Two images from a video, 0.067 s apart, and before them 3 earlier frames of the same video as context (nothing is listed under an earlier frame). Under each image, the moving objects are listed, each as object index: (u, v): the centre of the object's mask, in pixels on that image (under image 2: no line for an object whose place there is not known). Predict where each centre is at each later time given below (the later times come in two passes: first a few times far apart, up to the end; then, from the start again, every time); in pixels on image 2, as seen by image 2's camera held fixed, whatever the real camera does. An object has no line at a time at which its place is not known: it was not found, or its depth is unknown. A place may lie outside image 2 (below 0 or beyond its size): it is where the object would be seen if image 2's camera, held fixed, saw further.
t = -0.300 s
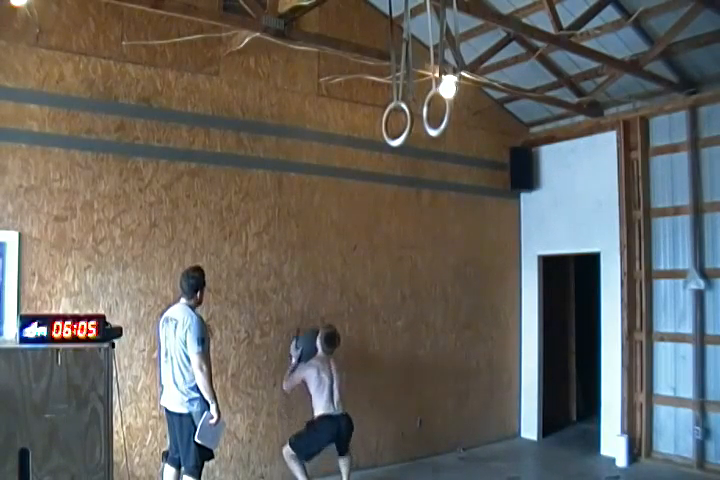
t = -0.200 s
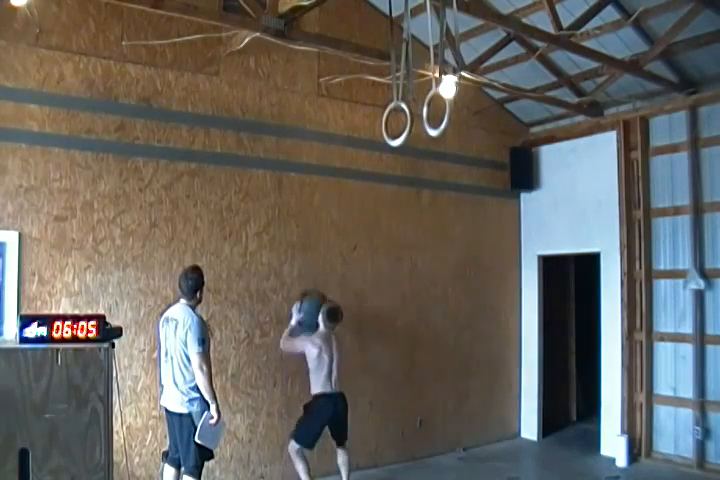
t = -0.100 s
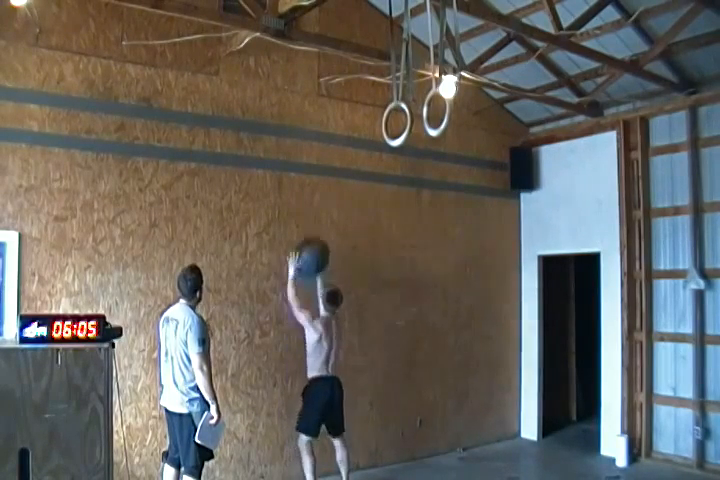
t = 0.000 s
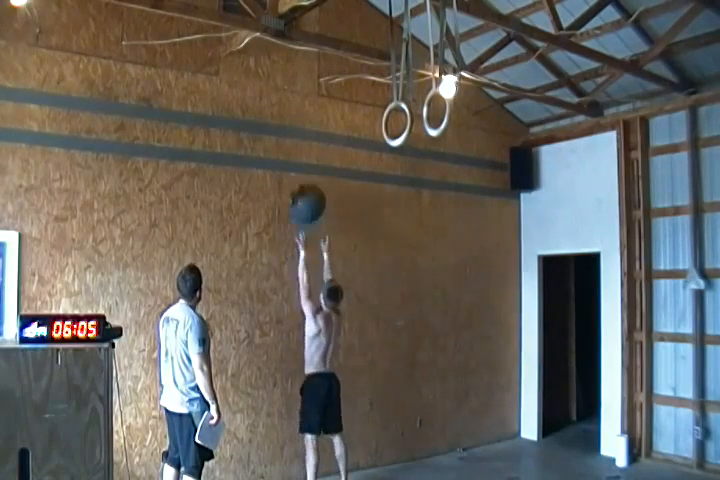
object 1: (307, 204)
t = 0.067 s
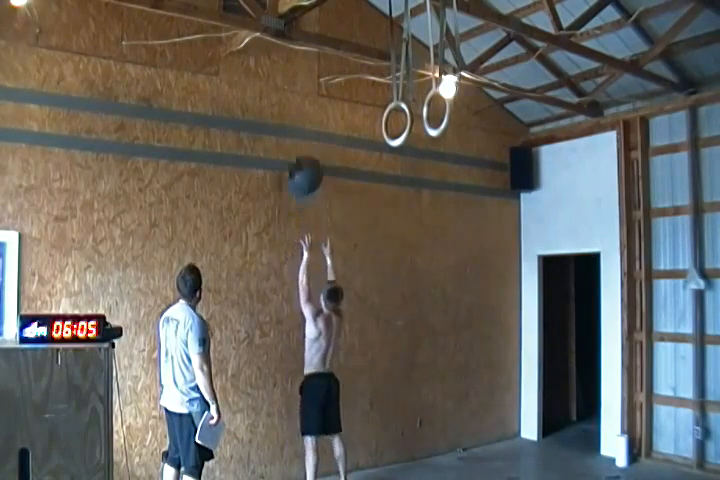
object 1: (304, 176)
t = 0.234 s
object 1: (299, 129)
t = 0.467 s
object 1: (304, 123)
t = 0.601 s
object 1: (306, 148)
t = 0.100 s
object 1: (303, 164)
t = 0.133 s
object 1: (302, 153)
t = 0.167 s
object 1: (301, 144)
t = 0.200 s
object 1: (300, 135)
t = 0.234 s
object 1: (299, 129)
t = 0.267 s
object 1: (299, 125)
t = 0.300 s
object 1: (299, 122)
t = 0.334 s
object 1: (300, 120)
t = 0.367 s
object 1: (301, 119)
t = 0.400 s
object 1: (302, 119)
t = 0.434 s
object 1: (302, 120)
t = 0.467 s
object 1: (304, 123)
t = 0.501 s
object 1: (304, 128)
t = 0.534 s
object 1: (305, 133)
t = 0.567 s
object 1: (306, 139)
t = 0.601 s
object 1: (306, 148)
